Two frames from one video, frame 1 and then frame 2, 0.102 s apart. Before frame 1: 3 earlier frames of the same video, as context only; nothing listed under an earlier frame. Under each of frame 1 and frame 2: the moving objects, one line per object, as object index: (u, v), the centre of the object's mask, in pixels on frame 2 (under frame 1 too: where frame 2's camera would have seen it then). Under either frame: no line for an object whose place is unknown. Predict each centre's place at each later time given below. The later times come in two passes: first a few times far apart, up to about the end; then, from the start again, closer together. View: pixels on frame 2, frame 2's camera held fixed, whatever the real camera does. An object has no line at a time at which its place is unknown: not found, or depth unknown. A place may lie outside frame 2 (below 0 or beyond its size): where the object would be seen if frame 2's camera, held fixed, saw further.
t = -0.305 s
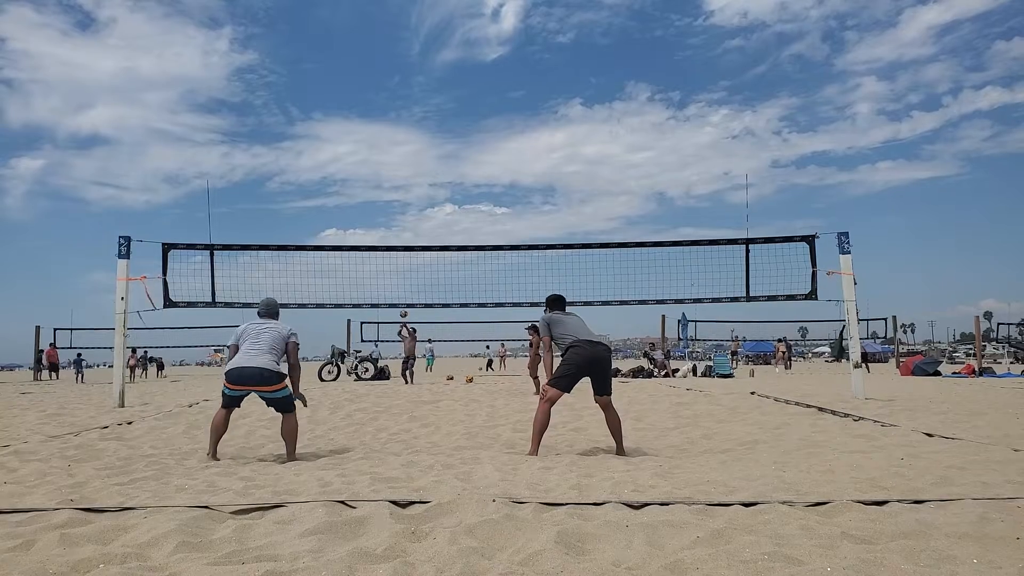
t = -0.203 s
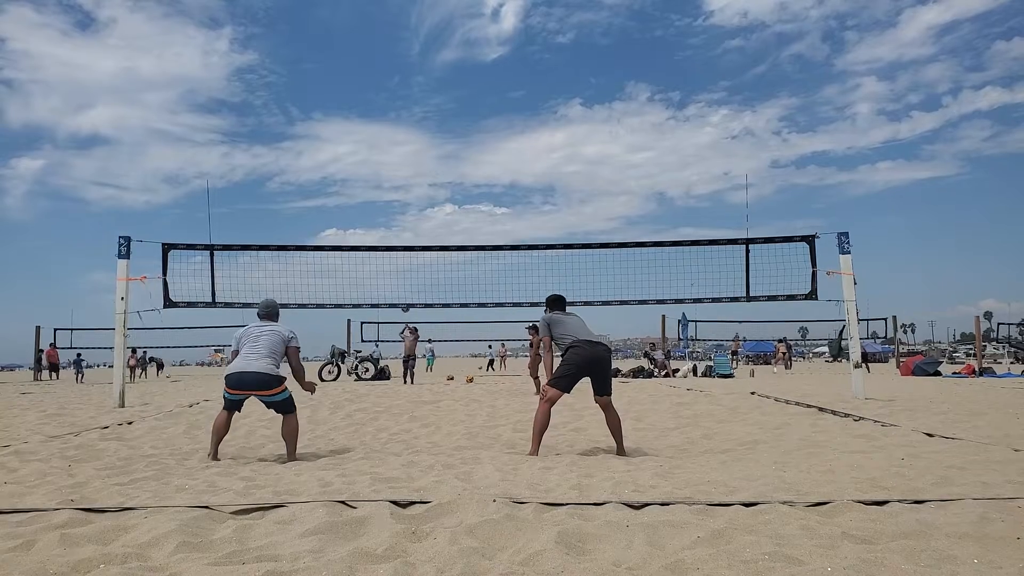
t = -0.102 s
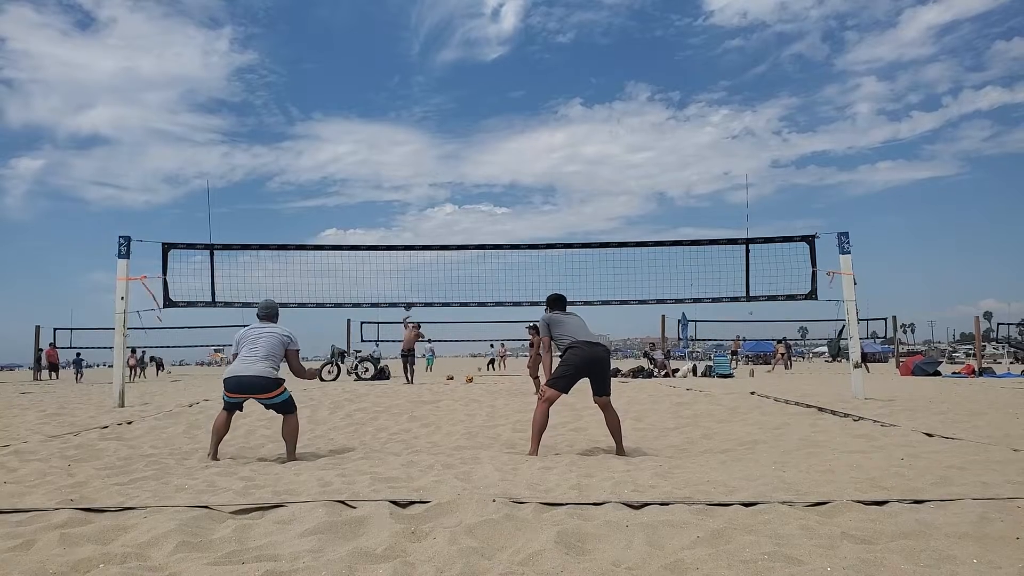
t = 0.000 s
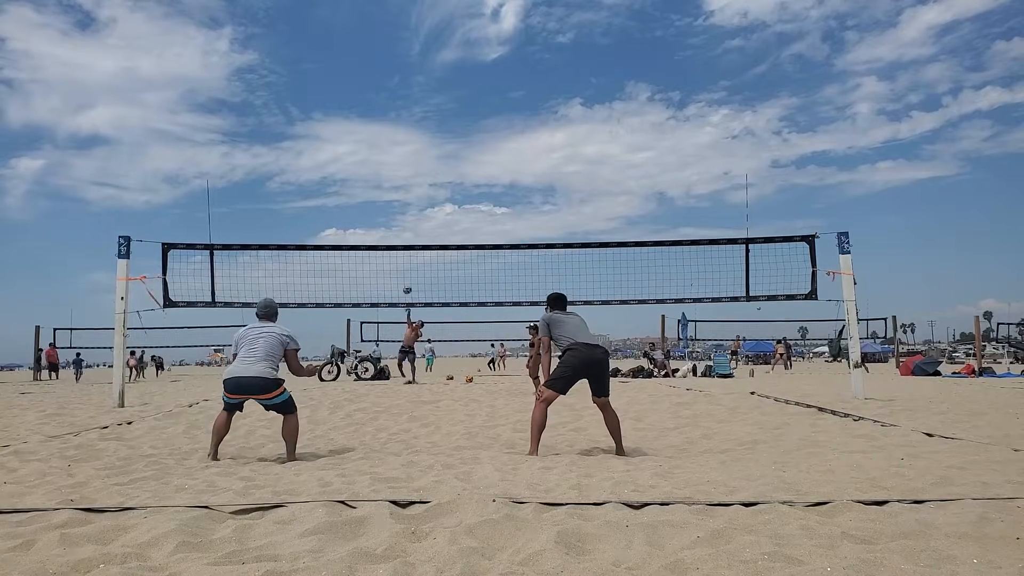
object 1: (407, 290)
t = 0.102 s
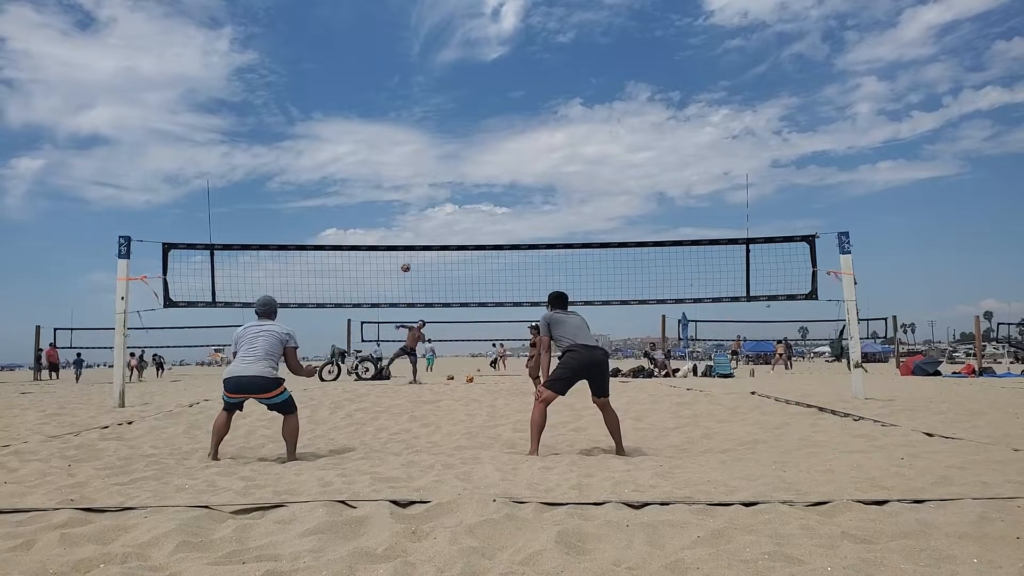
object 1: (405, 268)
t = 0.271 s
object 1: (402, 239)
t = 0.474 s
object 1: (395, 222)
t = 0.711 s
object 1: (387, 241)
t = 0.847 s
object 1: (383, 282)
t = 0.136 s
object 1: (405, 261)
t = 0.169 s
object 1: (404, 255)
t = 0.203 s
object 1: (403, 252)
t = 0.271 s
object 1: (402, 239)
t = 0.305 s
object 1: (401, 234)
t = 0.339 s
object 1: (400, 230)
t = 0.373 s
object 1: (399, 227)
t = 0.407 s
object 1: (398, 224)
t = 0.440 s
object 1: (396, 223)
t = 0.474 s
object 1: (395, 222)
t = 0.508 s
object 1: (394, 221)
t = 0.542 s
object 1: (393, 222)
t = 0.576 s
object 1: (392, 224)
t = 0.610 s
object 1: (391, 226)
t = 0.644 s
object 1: (389, 230)
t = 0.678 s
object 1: (388, 235)
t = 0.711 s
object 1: (387, 241)
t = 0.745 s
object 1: (386, 249)
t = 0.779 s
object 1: (385, 258)
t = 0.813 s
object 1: (384, 269)
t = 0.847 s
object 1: (383, 282)
